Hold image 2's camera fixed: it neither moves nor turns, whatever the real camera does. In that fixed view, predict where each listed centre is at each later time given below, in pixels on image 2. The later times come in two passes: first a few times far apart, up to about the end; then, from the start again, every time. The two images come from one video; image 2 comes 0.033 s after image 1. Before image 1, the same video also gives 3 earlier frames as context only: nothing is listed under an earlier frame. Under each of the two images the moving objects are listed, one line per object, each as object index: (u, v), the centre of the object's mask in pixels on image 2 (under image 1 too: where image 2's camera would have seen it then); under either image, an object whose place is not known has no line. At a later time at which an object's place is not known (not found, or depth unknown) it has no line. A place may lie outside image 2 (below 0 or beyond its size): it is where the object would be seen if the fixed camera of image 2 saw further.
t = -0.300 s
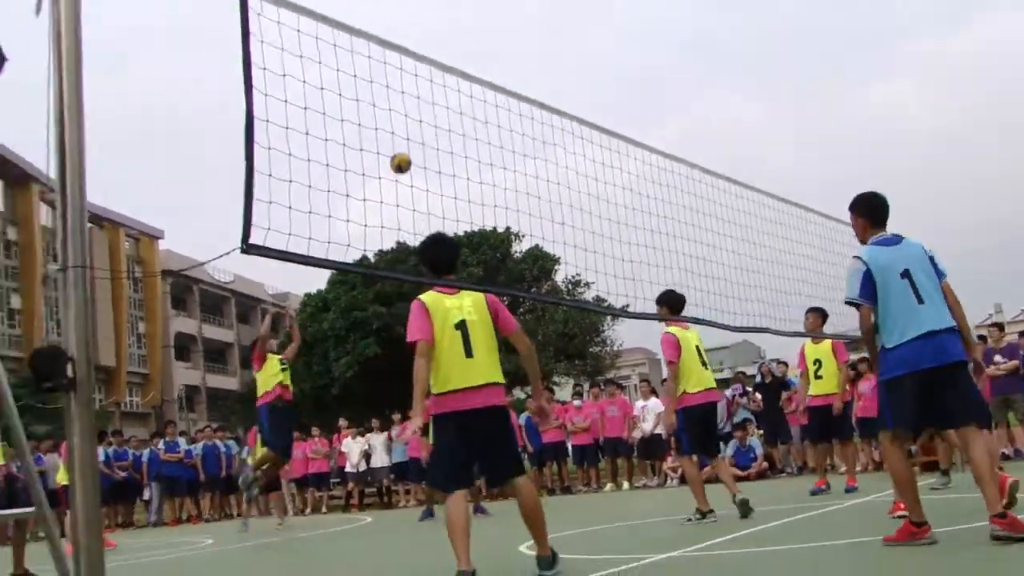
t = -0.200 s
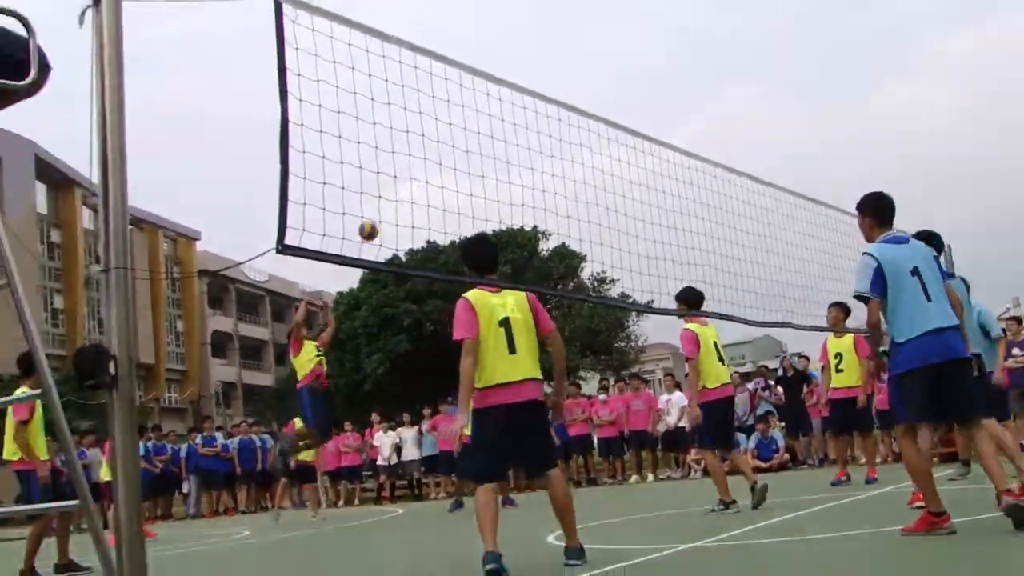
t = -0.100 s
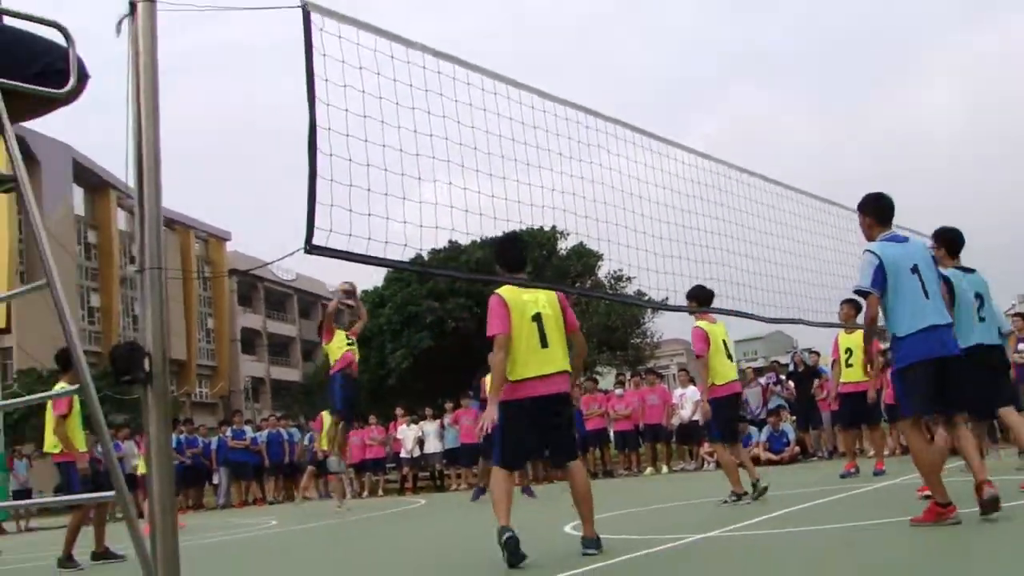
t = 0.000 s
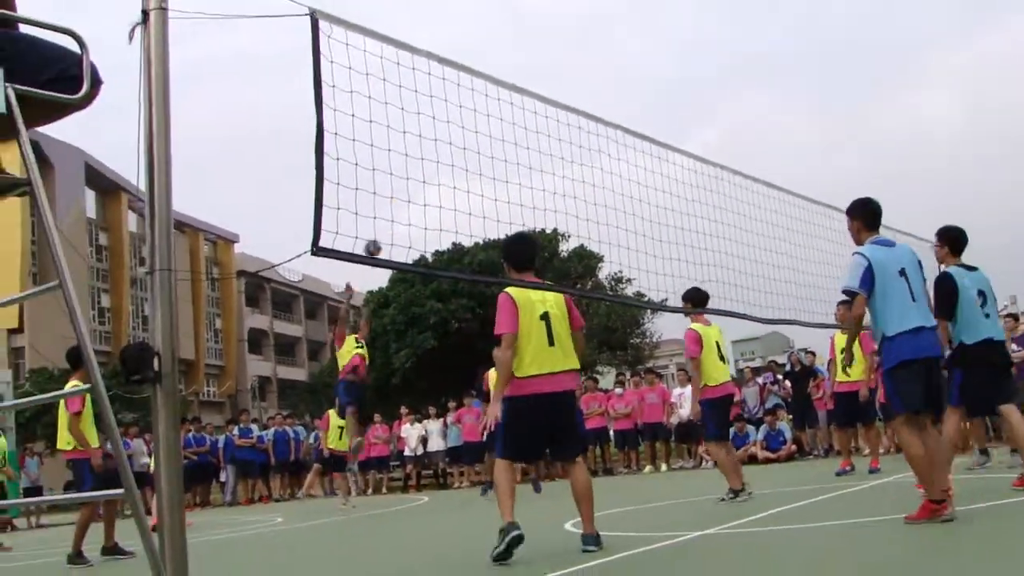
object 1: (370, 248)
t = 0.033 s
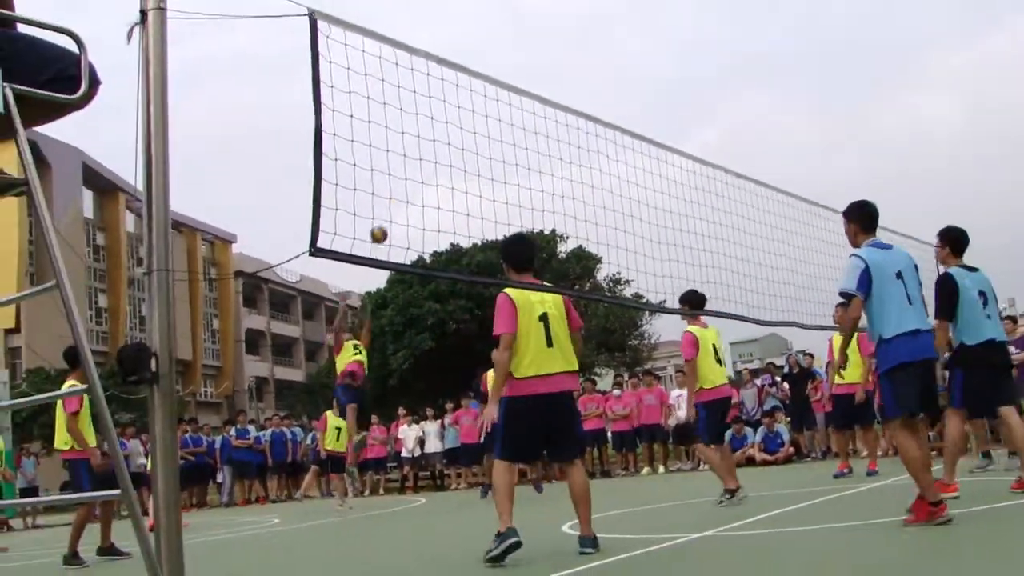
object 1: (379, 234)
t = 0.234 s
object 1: (426, 169)
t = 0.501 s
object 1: (505, 129)
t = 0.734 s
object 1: (585, 147)
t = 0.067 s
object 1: (386, 220)
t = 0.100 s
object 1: (393, 207)
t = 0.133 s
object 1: (403, 197)
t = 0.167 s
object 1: (410, 189)
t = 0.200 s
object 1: (417, 178)
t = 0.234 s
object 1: (426, 169)
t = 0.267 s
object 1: (435, 161)
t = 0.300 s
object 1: (444, 154)
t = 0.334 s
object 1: (454, 147)
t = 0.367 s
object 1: (464, 141)
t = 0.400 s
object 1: (474, 137)
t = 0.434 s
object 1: (484, 134)
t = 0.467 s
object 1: (495, 131)
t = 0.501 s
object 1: (505, 129)
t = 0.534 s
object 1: (516, 130)
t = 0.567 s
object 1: (527, 130)
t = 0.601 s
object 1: (539, 131)
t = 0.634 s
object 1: (551, 133)
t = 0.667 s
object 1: (566, 138)
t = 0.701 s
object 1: (575, 142)
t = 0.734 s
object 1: (585, 147)
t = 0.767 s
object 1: (594, 153)
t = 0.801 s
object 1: (605, 160)
